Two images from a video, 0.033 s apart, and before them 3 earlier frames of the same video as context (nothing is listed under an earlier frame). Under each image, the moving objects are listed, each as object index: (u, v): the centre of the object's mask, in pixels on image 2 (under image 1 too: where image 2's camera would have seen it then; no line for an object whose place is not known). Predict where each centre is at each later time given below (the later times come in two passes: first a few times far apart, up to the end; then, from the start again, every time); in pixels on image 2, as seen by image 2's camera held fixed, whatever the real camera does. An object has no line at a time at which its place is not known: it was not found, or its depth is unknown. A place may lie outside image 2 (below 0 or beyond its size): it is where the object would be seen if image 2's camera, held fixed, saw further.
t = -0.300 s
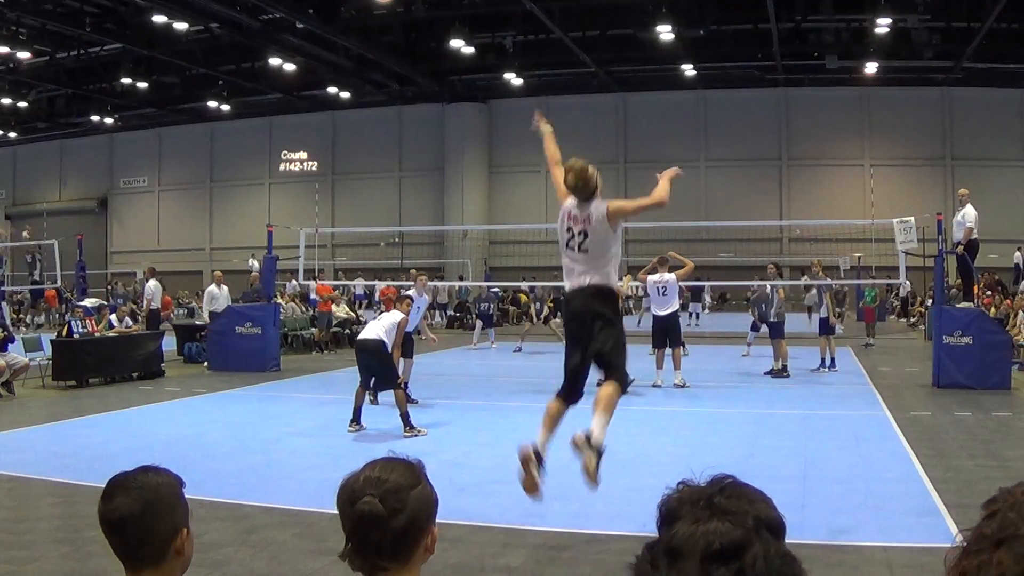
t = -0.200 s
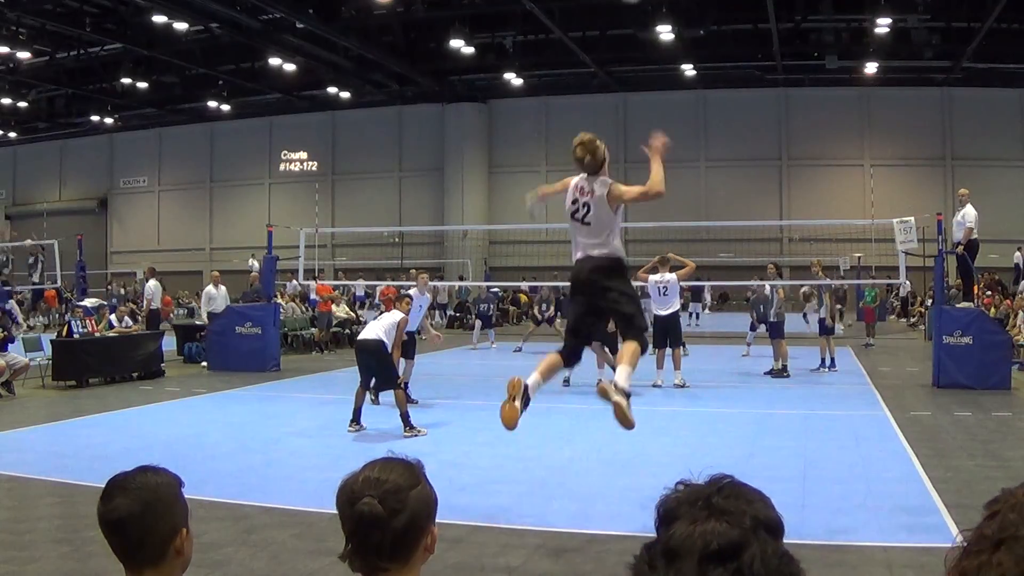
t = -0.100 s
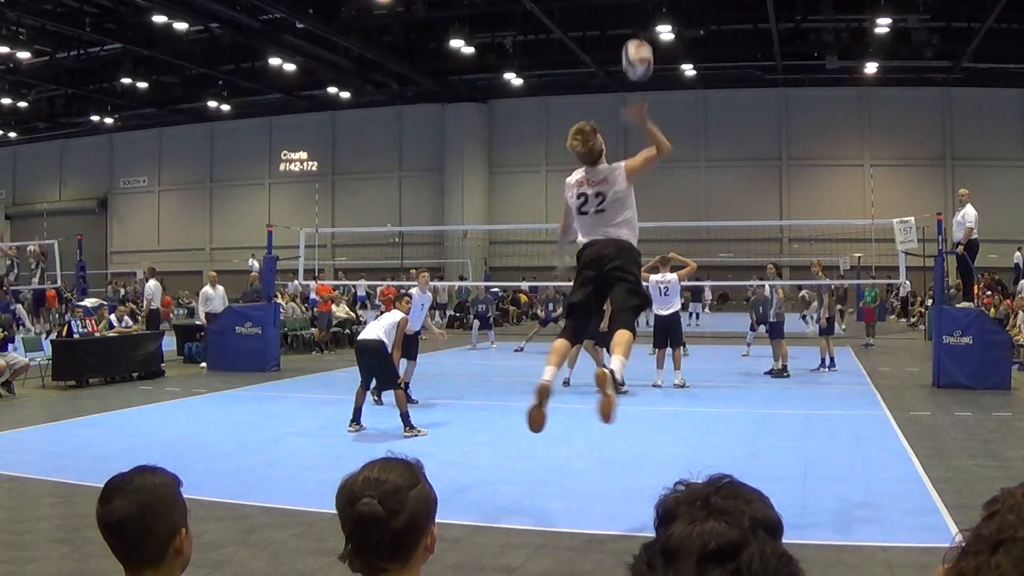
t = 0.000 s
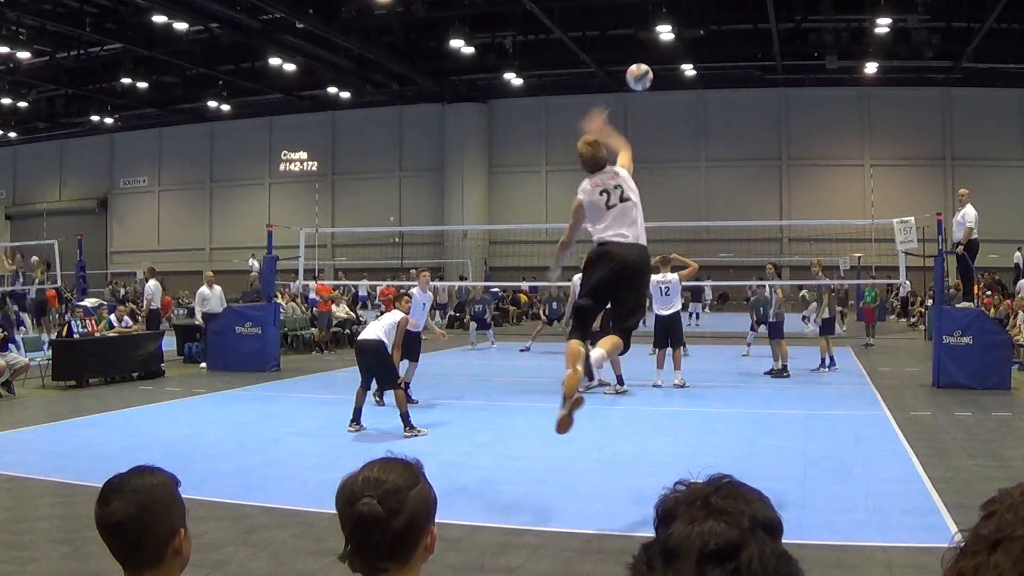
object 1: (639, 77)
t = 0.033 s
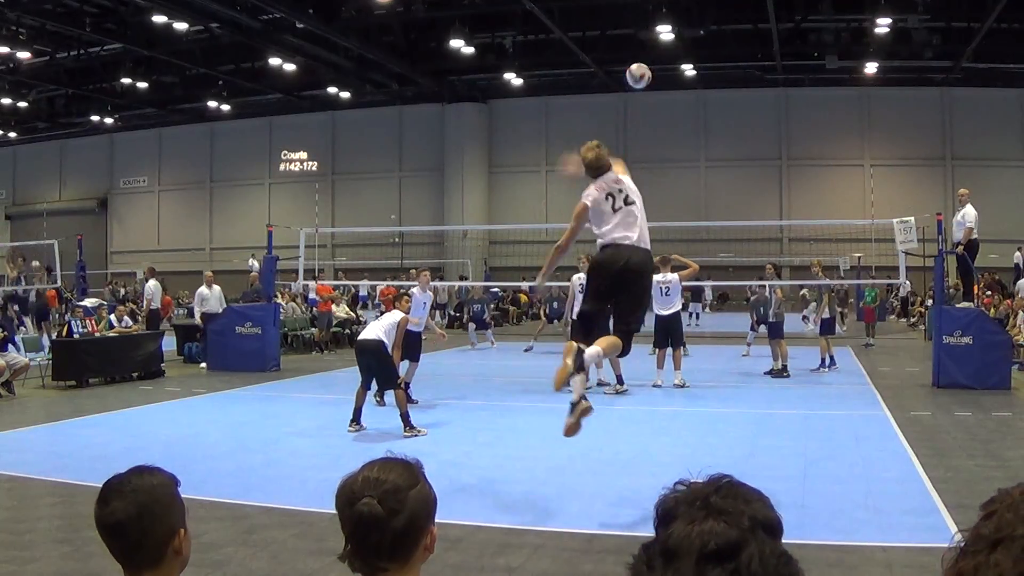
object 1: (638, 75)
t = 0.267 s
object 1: (634, 104)
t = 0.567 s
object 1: (631, 182)
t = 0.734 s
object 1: (630, 235)
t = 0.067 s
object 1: (638, 77)
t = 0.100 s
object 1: (637, 79)
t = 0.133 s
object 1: (637, 80)
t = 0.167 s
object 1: (636, 85)
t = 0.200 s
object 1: (635, 90)
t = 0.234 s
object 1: (635, 97)
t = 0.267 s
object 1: (634, 104)
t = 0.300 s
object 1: (634, 110)
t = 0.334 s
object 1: (634, 117)
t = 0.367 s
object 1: (633, 126)
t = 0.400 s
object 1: (633, 135)
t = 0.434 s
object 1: (632, 144)
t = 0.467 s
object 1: (631, 153)
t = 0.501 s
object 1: (631, 162)
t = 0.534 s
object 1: (631, 172)
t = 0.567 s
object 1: (631, 182)
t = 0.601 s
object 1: (630, 193)
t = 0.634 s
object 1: (630, 202)
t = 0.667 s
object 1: (630, 213)
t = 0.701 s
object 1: (630, 223)
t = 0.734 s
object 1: (630, 235)
